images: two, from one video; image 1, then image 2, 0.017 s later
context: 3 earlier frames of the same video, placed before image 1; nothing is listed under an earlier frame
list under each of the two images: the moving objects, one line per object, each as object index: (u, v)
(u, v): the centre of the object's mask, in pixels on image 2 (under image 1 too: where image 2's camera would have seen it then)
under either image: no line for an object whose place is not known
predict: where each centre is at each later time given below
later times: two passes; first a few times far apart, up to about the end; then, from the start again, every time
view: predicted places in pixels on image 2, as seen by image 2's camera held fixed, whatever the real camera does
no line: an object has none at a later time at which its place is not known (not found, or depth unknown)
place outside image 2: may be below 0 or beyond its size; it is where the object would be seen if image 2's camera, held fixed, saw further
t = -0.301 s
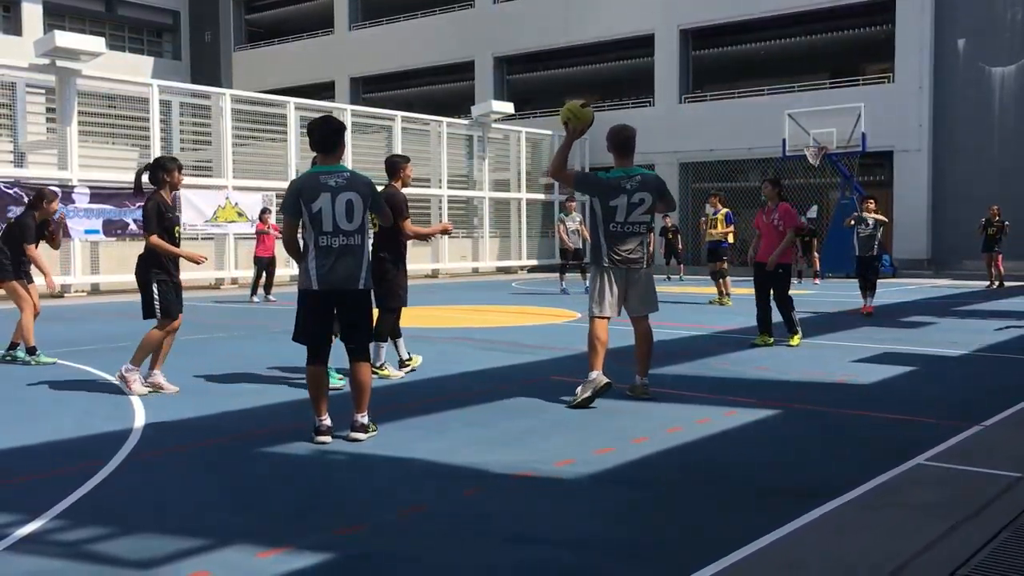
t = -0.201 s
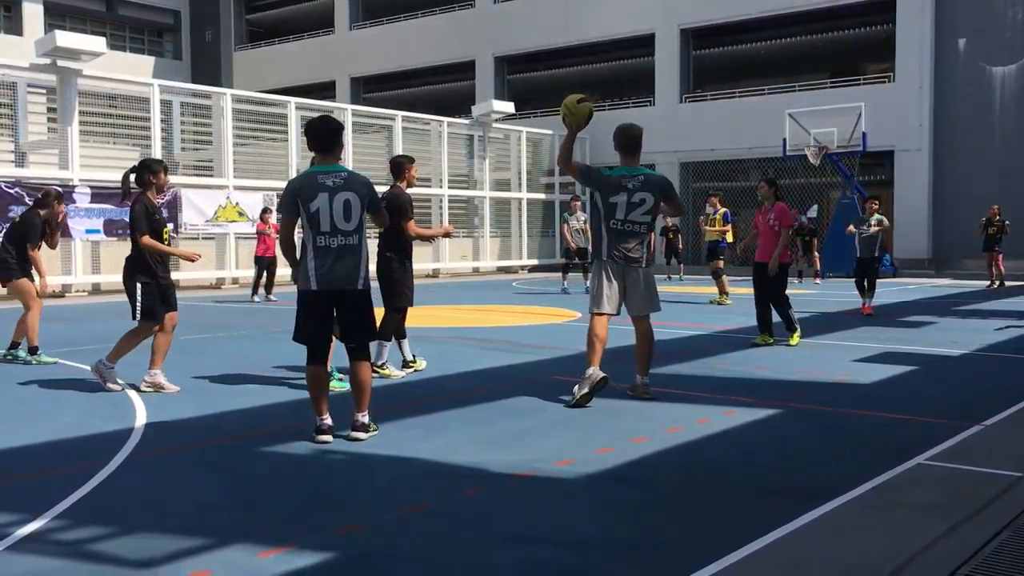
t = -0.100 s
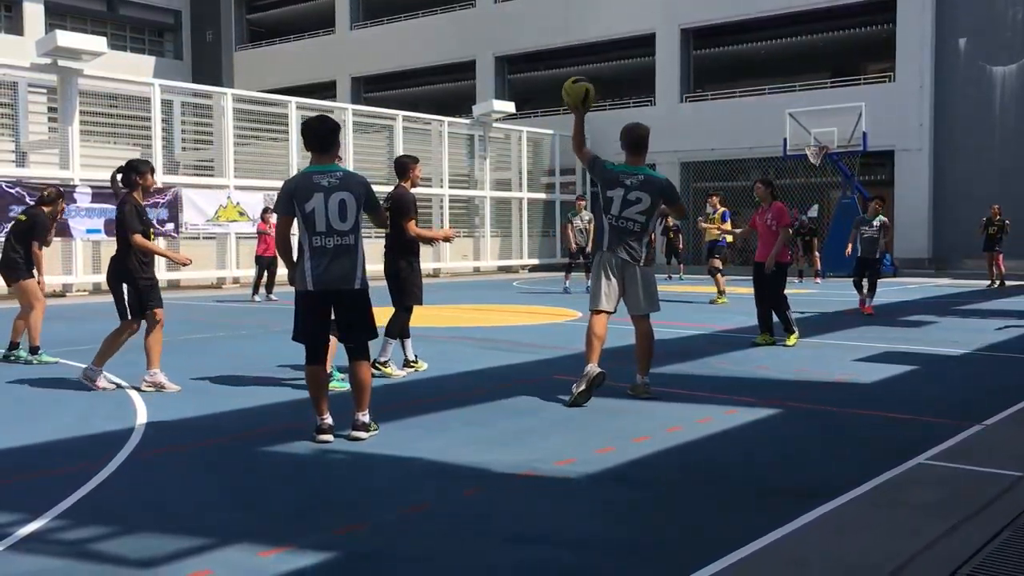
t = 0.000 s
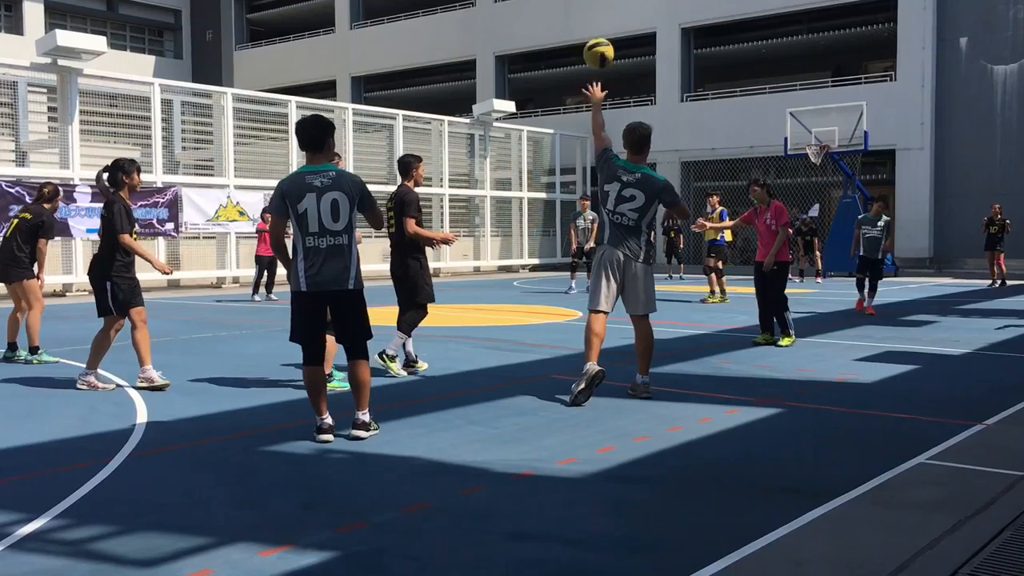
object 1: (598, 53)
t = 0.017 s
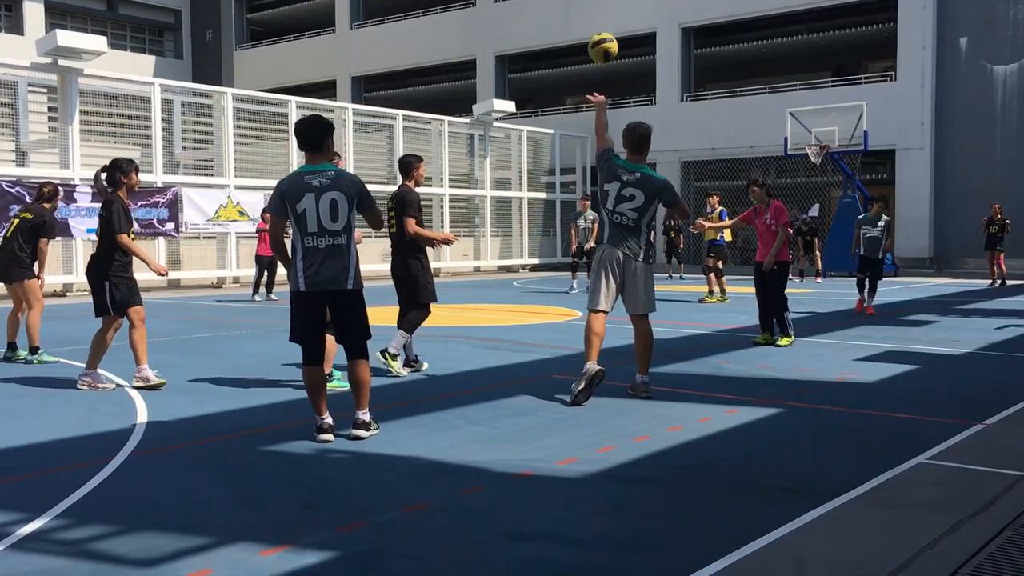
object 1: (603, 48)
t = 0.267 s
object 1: (655, 20)
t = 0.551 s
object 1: (696, 68)
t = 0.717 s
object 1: (715, 120)
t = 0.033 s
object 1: (607, 43)
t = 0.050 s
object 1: (611, 39)
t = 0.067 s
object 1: (615, 35)
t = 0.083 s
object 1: (619, 31)
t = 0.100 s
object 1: (623, 28)
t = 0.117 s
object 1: (626, 26)
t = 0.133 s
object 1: (630, 23)
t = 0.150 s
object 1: (633, 22)
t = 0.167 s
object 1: (637, 20)
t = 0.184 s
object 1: (640, 19)
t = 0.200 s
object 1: (643, 19)
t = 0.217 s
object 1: (646, 18)
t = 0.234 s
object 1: (649, 18)
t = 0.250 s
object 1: (652, 19)
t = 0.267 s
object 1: (655, 20)
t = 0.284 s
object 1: (658, 20)
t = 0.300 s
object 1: (660, 22)
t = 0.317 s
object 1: (663, 23)
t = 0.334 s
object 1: (666, 25)
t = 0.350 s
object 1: (668, 27)
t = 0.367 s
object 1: (671, 30)
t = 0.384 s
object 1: (673, 32)
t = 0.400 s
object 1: (676, 34)
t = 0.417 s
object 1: (678, 38)
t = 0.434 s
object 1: (681, 40)
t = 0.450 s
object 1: (683, 43)
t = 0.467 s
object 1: (685, 47)
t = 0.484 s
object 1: (688, 51)
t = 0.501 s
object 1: (690, 55)
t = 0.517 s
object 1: (692, 59)
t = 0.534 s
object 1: (694, 63)
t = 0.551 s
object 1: (696, 68)
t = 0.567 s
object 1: (698, 72)
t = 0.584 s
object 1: (700, 77)
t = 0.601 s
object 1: (702, 82)
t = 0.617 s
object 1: (704, 87)
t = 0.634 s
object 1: (706, 92)
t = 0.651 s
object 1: (708, 97)
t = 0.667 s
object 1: (709, 103)
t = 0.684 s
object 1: (711, 108)
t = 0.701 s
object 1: (713, 114)
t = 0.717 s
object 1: (715, 120)
